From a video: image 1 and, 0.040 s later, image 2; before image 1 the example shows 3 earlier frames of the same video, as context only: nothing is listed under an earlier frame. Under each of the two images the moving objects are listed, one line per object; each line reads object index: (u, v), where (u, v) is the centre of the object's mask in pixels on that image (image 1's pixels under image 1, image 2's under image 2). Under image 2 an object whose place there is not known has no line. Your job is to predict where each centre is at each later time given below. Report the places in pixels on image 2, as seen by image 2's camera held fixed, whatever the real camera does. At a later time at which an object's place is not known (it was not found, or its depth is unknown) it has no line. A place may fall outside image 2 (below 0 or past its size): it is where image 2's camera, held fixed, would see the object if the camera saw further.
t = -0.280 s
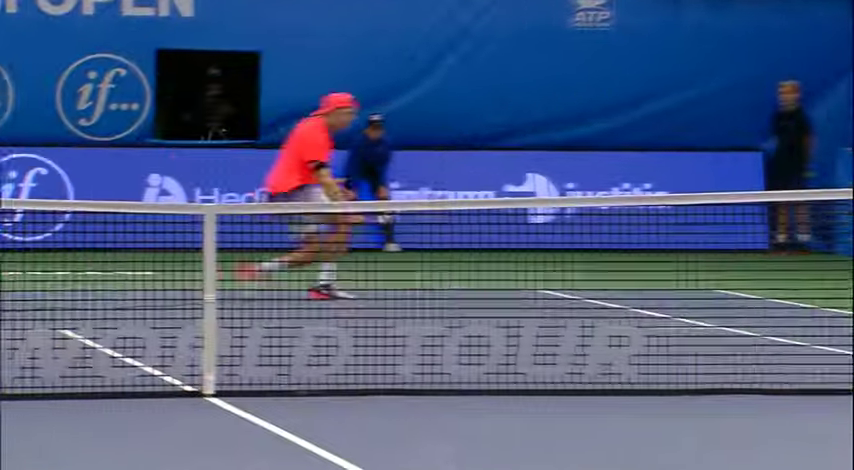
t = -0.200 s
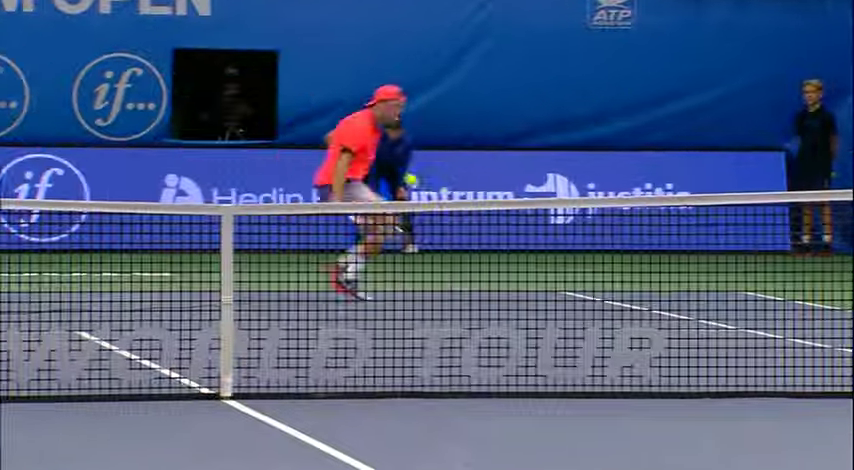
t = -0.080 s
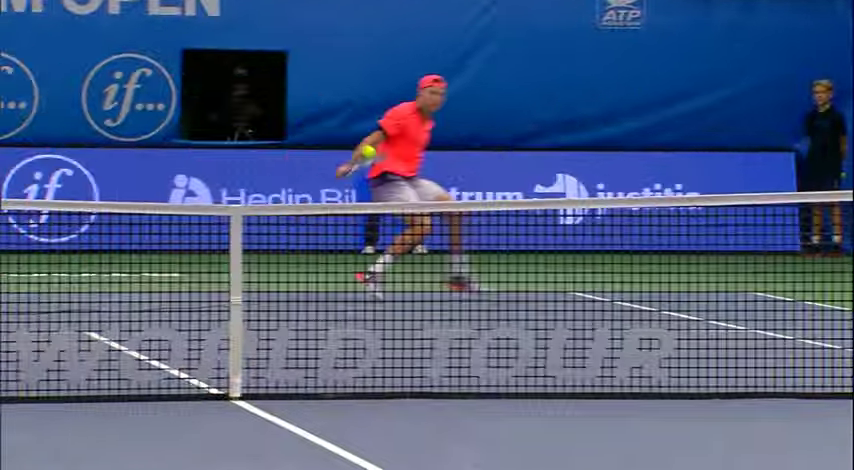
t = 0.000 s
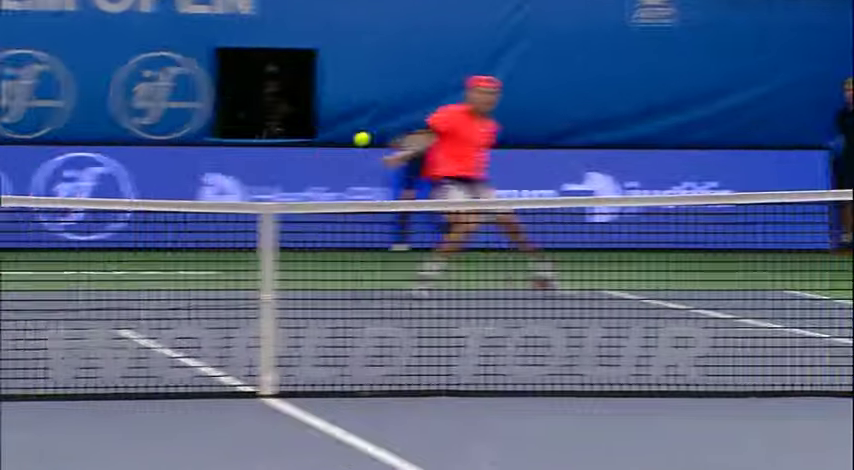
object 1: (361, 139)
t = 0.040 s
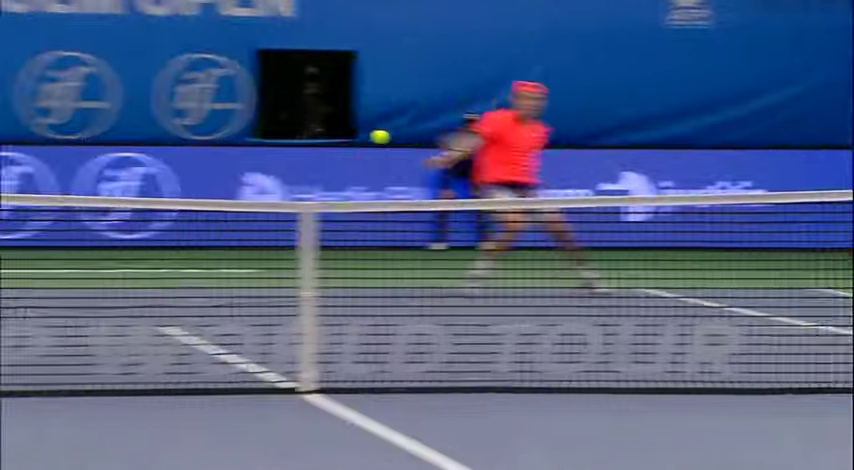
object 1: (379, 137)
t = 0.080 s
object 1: (363, 136)
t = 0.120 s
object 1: (345, 139)
